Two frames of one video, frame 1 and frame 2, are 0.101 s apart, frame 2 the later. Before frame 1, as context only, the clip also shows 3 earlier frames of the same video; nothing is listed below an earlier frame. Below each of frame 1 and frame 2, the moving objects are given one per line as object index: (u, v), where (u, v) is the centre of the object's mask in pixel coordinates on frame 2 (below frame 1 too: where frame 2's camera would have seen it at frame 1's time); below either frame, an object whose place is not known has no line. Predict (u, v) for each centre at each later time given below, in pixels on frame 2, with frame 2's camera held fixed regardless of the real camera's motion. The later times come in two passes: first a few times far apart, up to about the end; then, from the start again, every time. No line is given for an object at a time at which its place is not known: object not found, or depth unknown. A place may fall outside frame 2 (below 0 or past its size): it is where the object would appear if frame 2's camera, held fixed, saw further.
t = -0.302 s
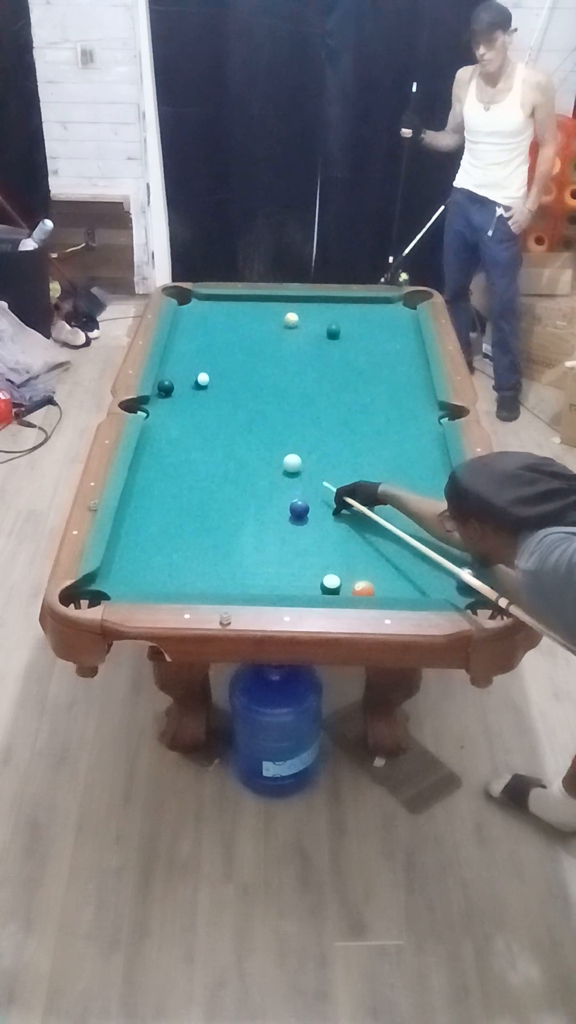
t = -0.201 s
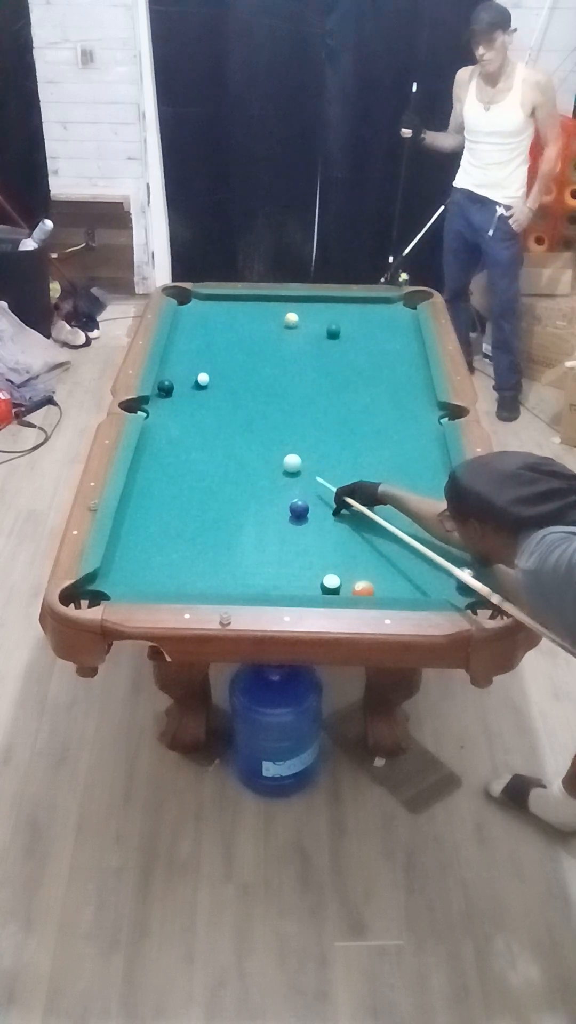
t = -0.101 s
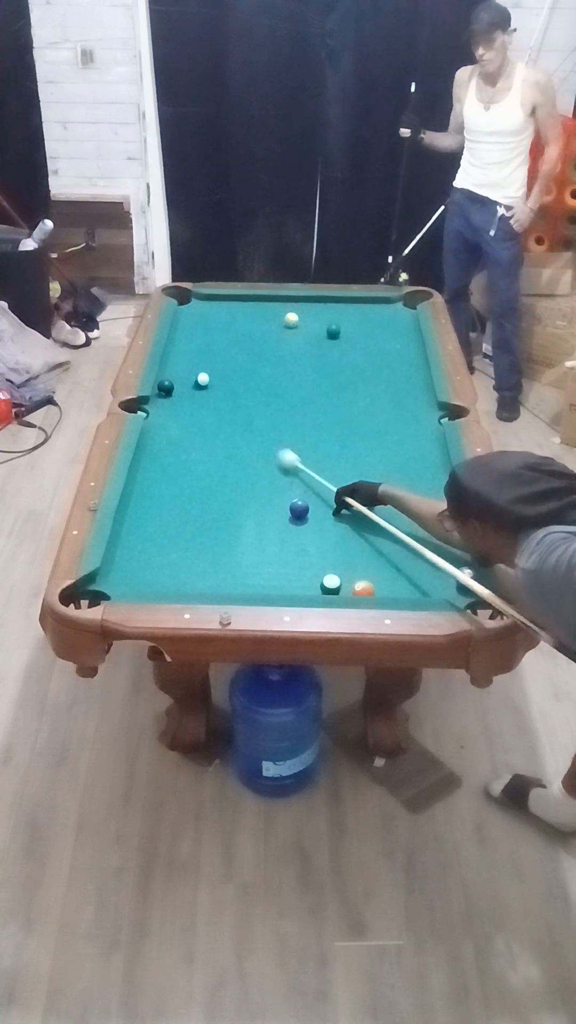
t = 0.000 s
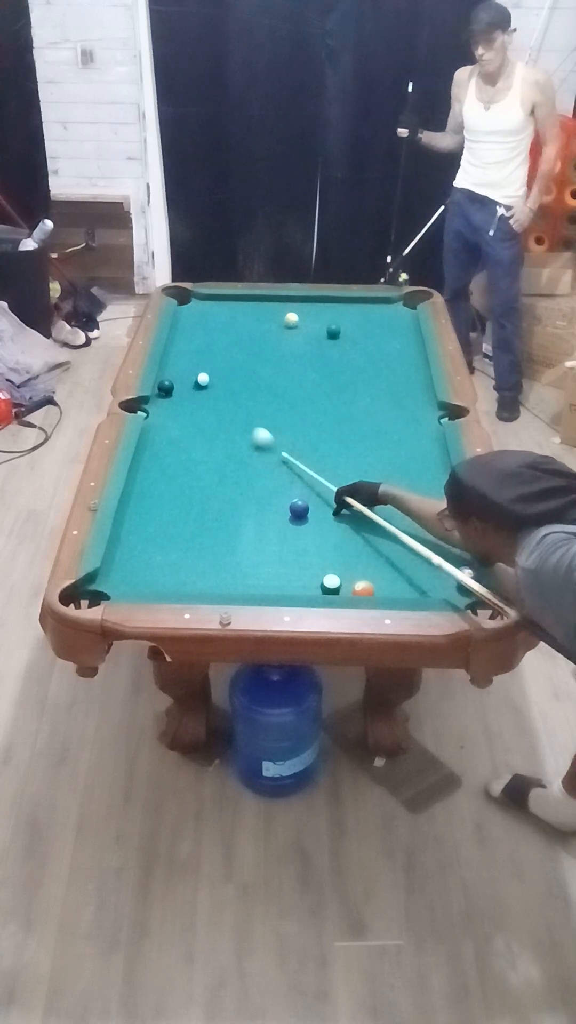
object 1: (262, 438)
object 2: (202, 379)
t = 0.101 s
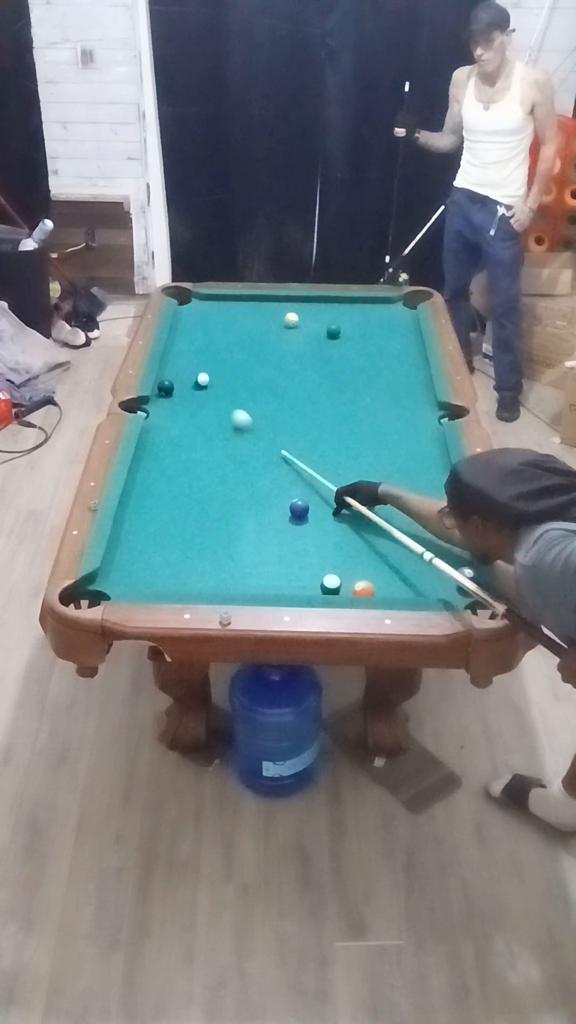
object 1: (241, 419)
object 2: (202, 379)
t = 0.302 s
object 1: (204, 387)
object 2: (202, 375)
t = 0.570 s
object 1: (174, 378)
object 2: (187, 353)
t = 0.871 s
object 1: (176, 373)
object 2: (178, 328)
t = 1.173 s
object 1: (191, 369)
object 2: (190, 310)
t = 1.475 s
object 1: (203, 367)
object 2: (197, 297)
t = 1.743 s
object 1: (209, 366)
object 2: (183, 302)
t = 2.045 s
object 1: (213, 365)
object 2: (190, 302)
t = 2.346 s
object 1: (213, 366)
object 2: (194, 302)
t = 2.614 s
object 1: (213, 366)
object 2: (194, 302)
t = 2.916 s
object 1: (213, 366)
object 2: (193, 302)
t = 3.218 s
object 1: (212, 366)
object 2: (193, 302)
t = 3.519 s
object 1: (213, 366)
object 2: (194, 302)
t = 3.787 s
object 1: (213, 366)
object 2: (194, 302)
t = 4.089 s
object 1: (213, 366)
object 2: (193, 302)
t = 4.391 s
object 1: (213, 365)
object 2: (193, 302)
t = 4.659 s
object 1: (213, 365)
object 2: (193, 302)
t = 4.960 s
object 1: (213, 365)
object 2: (193, 302)
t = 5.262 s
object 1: (213, 365)
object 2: (193, 302)
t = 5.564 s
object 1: (213, 365)
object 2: (193, 302)
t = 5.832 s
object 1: (213, 365)
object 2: (193, 302)
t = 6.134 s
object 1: (213, 365)
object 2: (193, 302)
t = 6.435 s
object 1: (213, 366)
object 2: (193, 303)
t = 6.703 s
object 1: (213, 366)
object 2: (193, 301)
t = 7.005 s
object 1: (213, 365)
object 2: (193, 302)
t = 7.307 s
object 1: (213, 365)
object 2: (193, 302)
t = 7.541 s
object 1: (213, 366)
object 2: (193, 302)
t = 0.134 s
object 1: (234, 413)
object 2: (202, 379)
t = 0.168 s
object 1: (228, 407)
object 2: (203, 378)
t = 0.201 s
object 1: (221, 402)
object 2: (202, 380)
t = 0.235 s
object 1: (215, 396)
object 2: (202, 380)
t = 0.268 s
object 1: (210, 391)
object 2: (201, 379)
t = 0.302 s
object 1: (204, 387)
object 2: (202, 375)
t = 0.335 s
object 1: (200, 386)
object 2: (199, 372)
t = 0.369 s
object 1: (196, 386)
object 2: (197, 369)
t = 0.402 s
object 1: (192, 385)
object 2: (195, 367)
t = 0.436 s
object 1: (188, 384)
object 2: (193, 364)
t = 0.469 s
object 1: (185, 383)
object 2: (192, 359)
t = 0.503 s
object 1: (181, 381)
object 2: (190, 357)
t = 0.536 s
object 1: (178, 380)
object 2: (189, 354)
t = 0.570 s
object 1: (174, 378)
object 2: (187, 353)
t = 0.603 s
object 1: (170, 376)
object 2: (186, 349)
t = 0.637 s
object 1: (166, 375)
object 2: (184, 345)
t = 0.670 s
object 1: (164, 374)
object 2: (183, 343)
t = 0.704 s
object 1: (166, 374)
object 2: (181, 340)
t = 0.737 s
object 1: (169, 374)
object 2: (180, 337)
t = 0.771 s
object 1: (171, 374)
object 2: (178, 334)
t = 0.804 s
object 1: (173, 373)
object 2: (177, 333)
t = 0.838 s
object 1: (174, 373)
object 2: (176, 330)
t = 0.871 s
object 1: (176, 373)
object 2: (178, 328)
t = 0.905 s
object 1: (178, 373)
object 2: (179, 326)
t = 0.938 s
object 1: (180, 372)
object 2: (179, 325)
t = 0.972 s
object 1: (182, 372)
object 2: (180, 322)
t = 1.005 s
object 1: (183, 371)
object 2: (182, 319)
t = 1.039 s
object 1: (185, 371)
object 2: (184, 317)
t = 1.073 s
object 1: (187, 371)
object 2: (185, 315)
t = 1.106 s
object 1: (188, 370)
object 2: (187, 316)
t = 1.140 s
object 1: (190, 370)
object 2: (188, 312)
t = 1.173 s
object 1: (191, 369)
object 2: (190, 310)
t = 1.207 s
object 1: (193, 369)
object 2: (191, 308)
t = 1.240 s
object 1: (194, 369)
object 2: (192, 307)
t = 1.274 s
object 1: (196, 368)
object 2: (192, 306)
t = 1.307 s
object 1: (197, 368)
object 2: (193, 303)
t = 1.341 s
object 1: (198, 368)
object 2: (194, 302)
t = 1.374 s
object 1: (199, 368)
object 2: (196, 300)
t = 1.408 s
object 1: (201, 367)
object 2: (197, 299)
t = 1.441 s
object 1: (202, 367)
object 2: (198, 297)
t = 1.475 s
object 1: (203, 367)
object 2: (197, 297)
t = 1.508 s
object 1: (204, 367)
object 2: (195, 298)
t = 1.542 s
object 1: (205, 367)
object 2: (193, 298)
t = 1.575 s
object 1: (206, 366)
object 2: (191, 299)
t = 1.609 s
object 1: (207, 366)
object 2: (189, 299)
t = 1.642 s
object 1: (207, 366)
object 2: (187, 300)
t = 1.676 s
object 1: (208, 366)
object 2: (185, 300)
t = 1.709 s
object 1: (209, 366)
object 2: (183, 301)
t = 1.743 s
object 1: (209, 366)
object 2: (183, 302)
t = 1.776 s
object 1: (210, 366)
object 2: (184, 302)
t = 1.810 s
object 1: (211, 366)
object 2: (184, 302)
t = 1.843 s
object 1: (211, 366)
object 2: (185, 301)
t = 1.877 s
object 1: (212, 365)
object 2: (186, 301)
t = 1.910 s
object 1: (212, 365)
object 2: (187, 302)
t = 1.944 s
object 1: (212, 365)
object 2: (188, 302)
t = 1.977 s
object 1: (213, 365)
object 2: (189, 302)
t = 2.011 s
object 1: (213, 365)
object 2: (190, 302)
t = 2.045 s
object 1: (213, 365)
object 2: (190, 302)
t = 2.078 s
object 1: (213, 365)
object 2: (191, 302)
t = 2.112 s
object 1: (213, 365)
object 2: (192, 302)
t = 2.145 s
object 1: (213, 366)
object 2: (192, 302)
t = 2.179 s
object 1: (213, 365)
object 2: (193, 302)
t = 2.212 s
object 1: (213, 366)
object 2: (193, 302)
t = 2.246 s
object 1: (213, 366)
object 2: (194, 302)
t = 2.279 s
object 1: (213, 366)
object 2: (194, 302)
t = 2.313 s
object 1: (213, 366)
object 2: (194, 302)
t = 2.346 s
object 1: (213, 366)
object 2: (194, 302)
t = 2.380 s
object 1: (213, 366)
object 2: (194, 302)
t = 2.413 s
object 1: (213, 366)
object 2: (194, 302)
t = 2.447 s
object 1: (213, 366)
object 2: (194, 302)
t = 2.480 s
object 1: (213, 366)
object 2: (194, 302)
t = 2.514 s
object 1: (213, 366)
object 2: (194, 302)
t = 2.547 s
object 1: (213, 366)
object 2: (194, 302)
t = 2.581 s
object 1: (213, 366)
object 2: (194, 302)
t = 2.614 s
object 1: (213, 366)
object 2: (194, 302)
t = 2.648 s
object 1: (213, 366)
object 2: (194, 302)
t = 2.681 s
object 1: (213, 366)
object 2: (194, 302)
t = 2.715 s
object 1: (213, 366)
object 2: (194, 302)
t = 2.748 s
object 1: (213, 366)
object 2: (194, 302)
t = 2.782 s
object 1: (213, 366)
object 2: (194, 302)
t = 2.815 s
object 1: (213, 365)
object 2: (194, 302)
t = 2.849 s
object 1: (213, 366)
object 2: (194, 302)
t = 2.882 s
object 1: (213, 365)
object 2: (193, 302)
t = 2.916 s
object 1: (213, 366)
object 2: (193, 302)
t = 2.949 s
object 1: (213, 366)
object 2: (193, 302)
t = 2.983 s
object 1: (213, 366)
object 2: (194, 302)
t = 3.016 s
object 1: (213, 366)
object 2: (194, 302)
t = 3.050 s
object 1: (213, 365)
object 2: (193, 302)
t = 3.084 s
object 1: (213, 365)
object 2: (194, 302)
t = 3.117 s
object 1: (213, 366)
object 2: (194, 302)
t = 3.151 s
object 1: (213, 366)
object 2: (194, 302)
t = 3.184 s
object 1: (213, 366)
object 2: (194, 302)
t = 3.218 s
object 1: (212, 366)
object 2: (193, 302)
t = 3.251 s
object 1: (213, 366)
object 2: (194, 302)
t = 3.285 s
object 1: (213, 366)
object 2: (193, 302)
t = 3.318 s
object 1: (213, 366)
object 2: (194, 302)
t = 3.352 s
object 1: (213, 365)
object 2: (194, 302)
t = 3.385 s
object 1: (213, 366)
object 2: (194, 302)
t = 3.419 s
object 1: (213, 365)
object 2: (194, 302)
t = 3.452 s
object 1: (213, 365)
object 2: (194, 302)
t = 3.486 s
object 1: (213, 366)
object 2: (194, 302)
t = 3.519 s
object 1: (213, 366)
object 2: (194, 302)
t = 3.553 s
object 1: (213, 366)
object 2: (194, 302)
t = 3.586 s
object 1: (213, 366)
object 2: (194, 302)
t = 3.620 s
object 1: (213, 366)
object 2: (193, 302)
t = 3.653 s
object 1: (213, 366)
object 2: (194, 302)
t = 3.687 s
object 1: (213, 366)
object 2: (194, 302)
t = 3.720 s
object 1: (213, 366)
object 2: (193, 302)
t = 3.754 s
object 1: (213, 366)
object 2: (193, 302)
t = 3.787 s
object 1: (213, 366)
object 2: (194, 302)
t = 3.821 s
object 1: (213, 366)
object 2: (193, 302)
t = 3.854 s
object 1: (213, 366)
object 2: (193, 302)
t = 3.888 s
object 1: (213, 366)
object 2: (193, 302)
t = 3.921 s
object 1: (213, 366)
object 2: (193, 302)
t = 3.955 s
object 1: (213, 366)
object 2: (193, 302)
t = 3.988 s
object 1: (213, 366)
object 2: (193, 302)
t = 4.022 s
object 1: (213, 366)
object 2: (193, 302)
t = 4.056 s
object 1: (213, 366)
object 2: (193, 302)
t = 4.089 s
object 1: (213, 366)
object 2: (193, 302)
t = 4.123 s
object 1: (213, 366)
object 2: (193, 302)
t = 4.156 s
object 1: (213, 365)
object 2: (193, 302)
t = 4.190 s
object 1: (212, 366)
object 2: (193, 302)
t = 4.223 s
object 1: (213, 366)
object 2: (193, 302)
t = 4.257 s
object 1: (213, 365)
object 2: (193, 302)
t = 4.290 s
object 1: (213, 365)
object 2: (193, 302)
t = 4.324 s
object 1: (213, 365)
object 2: (193, 302)
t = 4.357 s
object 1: (213, 365)
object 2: (193, 302)
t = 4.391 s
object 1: (213, 365)
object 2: (193, 302)
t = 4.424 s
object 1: (213, 365)
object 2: (193, 302)
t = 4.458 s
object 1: (213, 365)
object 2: (193, 302)
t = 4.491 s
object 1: (213, 365)
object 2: (193, 302)
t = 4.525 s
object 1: (213, 365)
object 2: (194, 302)
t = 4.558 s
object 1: (213, 365)
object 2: (193, 302)
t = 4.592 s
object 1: (213, 365)
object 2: (193, 302)
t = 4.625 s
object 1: (213, 365)
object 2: (194, 302)
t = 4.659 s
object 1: (213, 365)
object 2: (193, 302)
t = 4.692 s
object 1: (213, 365)
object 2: (193, 302)
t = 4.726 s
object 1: (213, 365)
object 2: (193, 302)
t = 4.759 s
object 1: (213, 365)
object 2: (193, 302)
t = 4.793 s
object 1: (213, 365)
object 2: (193, 302)
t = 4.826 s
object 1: (213, 365)
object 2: (193, 302)
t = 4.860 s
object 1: (213, 365)
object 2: (193, 302)
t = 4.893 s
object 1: (213, 365)
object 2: (193, 302)
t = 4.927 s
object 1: (213, 365)
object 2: (193, 302)
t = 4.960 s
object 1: (213, 365)
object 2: (193, 302)
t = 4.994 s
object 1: (213, 365)
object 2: (193, 302)
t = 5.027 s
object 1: (213, 365)
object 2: (193, 302)
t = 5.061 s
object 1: (213, 365)
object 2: (193, 302)
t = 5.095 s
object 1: (213, 365)
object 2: (193, 302)
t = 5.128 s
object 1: (213, 365)
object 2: (193, 302)
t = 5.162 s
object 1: (213, 365)
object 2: (193, 302)
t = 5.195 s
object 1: (213, 365)
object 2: (193, 302)
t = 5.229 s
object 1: (213, 365)
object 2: (193, 302)
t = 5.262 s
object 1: (213, 365)
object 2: (193, 302)
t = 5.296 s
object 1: (213, 365)
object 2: (193, 302)
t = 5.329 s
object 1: (213, 365)
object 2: (193, 302)
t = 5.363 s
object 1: (213, 365)
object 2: (193, 302)
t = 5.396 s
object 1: (213, 365)
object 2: (193, 302)
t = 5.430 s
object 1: (213, 365)
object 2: (193, 302)
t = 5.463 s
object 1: (213, 365)
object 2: (193, 302)
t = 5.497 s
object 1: (213, 365)
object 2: (193, 302)
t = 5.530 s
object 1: (213, 365)
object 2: (194, 302)
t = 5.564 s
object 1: (213, 365)
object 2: (193, 302)
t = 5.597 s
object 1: (213, 365)
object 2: (193, 302)
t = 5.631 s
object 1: (213, 365)
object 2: (193, 302)
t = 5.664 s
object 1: (213, 365)
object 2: (193, 302)
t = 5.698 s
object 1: (213, 365)
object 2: (193, 302)
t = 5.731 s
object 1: (213, 365)
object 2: (193, 302)
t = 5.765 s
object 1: (213, 365)
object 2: (193, 302)
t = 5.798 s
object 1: (213, 365)
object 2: (193, 302)
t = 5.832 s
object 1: (213, 365)
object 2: (193, 302)
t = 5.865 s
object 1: (213, 365)
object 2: (193, 302)
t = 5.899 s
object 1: (213, 365)
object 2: (193, 302)
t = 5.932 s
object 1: (213, 365)
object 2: (193, 302)
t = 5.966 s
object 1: (213, 365)
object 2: (193, 302)
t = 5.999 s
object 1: (213, 365)
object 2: (193, 302)
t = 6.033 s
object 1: (213, 365)
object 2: (193, 302)
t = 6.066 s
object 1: (213, 365)
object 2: (193, 302)
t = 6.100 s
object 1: (213, 365)
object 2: (193, 302)
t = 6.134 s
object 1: (213, 365)
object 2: (193, 302)
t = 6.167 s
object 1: (213, 365)
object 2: (193, 302)
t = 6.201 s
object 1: (213, 365)
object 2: (193, 302)
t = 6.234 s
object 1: (213, 365)
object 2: (193, 302)
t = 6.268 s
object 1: (213, 365)
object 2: (193, 302)
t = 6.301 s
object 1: (213, 365)
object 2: (194, 303)
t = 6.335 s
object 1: (213, 365)
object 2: (194, 304)
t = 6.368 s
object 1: (213, 365)
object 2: (193, 303)
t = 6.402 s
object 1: (213, 365)
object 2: (194, 303)
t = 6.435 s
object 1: (213, 366)
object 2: (193, 303)
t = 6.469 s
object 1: (213, 365)
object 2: (193, 303)
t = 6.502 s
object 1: (213, 366)
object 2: (194, 303)
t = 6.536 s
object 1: (213, 365)
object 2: (193, 302)
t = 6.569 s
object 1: (213, 366)
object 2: (194, 302)
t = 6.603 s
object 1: (213, 366)
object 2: (194, 302)
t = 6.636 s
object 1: (213, 366)
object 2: (194, 302)
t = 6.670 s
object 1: (213, 366)
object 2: (193, 299)
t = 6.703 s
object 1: (213, 366)
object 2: (193, 301)
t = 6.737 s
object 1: (213, 365)
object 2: (194, 302)
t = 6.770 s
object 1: (213, 366)
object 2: (193, 302)
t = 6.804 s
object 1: (213, 366)
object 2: (194, 302)
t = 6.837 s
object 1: (213, 365)
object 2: (193, 302)
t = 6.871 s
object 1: (213, 366)
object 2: (193, 302)
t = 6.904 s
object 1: (213, 365)
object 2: (193, 302)
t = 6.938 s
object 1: (213, 366)
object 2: (193, 302)
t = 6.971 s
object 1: (213, 365)
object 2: (193, 302)
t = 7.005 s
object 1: (213, 365)
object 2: (193, 302)
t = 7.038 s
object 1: (213, 365)
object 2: (193, 302)
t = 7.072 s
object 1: (213, 365)
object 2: (194, 302)
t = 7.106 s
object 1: (213, 365)
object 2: (193, 302)
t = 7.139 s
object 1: (213, 365)
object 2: (193, 302)
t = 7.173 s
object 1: (213, 365)
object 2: (193, 302)
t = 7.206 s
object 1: (212, 366)
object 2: (193, 302)
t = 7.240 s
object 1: (213, 366)
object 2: (193, 302)
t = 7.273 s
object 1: (213, 365)
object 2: (193, 302)
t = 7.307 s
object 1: (213, 365)
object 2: (193, 302)
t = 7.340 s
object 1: (213, 365)
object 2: (193, 302)
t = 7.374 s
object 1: (213, 366)
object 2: (193, 302)
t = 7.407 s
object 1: (213, 366)
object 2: (193, 302)
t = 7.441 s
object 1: (213, 366)
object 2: (193, 302)
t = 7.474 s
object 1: (213, 366)
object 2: (193, 302)
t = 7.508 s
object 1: (213, 366)
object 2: (193, 302)
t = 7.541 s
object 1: (213, 366)
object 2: (193, 302)
